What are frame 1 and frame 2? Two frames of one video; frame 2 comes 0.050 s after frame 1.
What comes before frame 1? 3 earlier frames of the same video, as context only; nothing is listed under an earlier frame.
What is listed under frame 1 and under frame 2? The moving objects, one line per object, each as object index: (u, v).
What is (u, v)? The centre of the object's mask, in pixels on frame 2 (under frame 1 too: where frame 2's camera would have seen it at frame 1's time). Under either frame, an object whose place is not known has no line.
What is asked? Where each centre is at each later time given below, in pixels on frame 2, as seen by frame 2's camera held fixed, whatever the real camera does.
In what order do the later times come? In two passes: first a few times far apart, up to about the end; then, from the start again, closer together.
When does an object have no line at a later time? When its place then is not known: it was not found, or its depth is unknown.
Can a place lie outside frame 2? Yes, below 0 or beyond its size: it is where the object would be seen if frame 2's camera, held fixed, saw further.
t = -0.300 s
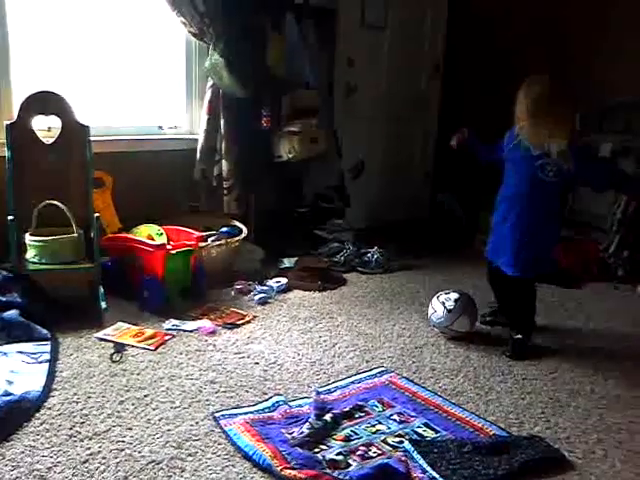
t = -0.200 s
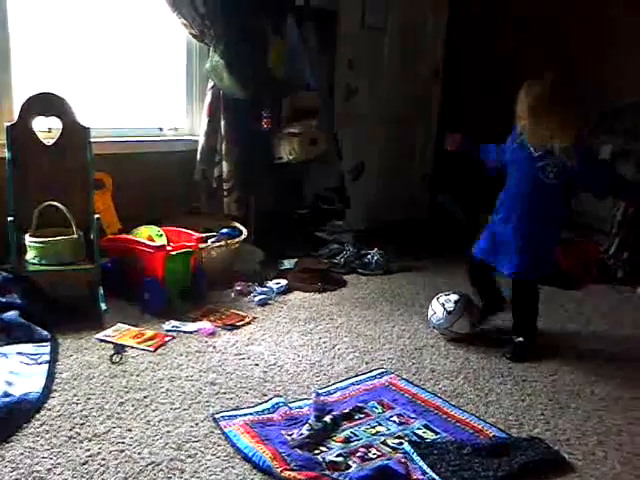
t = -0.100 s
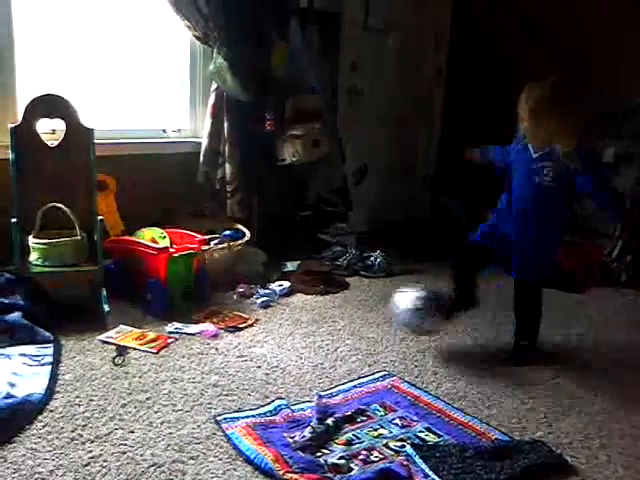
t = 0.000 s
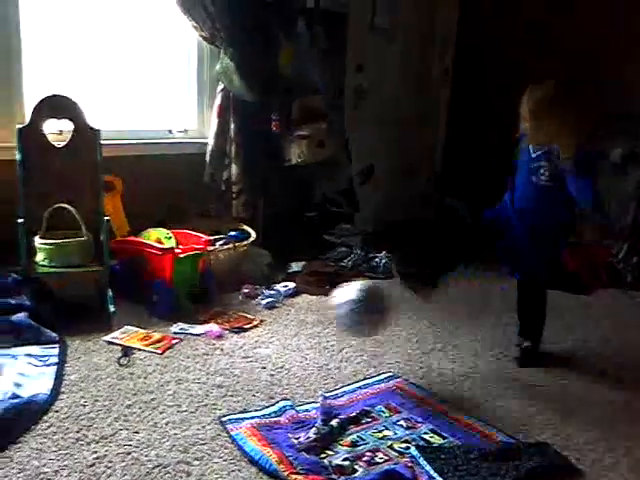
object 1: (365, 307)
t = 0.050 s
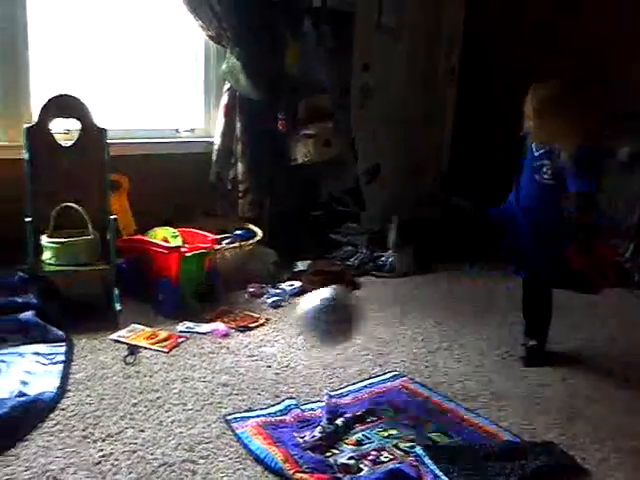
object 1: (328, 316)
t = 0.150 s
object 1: (246, 354)
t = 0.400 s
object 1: (47, 411)
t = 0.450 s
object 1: (11, 443)
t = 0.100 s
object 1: (290, 331)
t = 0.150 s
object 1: (246, 354)
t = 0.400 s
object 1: (47, 411)
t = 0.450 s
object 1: (11, 443)
